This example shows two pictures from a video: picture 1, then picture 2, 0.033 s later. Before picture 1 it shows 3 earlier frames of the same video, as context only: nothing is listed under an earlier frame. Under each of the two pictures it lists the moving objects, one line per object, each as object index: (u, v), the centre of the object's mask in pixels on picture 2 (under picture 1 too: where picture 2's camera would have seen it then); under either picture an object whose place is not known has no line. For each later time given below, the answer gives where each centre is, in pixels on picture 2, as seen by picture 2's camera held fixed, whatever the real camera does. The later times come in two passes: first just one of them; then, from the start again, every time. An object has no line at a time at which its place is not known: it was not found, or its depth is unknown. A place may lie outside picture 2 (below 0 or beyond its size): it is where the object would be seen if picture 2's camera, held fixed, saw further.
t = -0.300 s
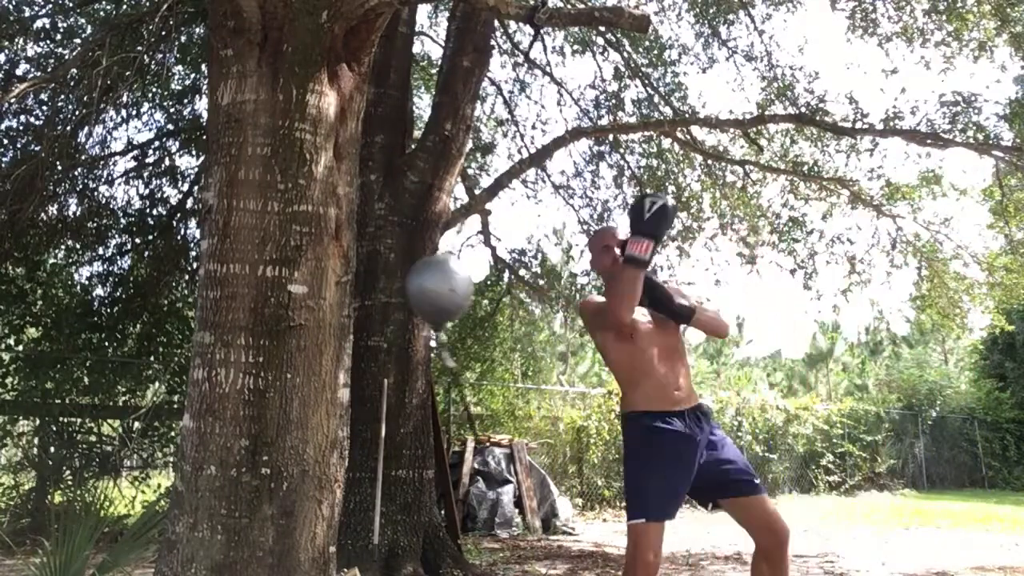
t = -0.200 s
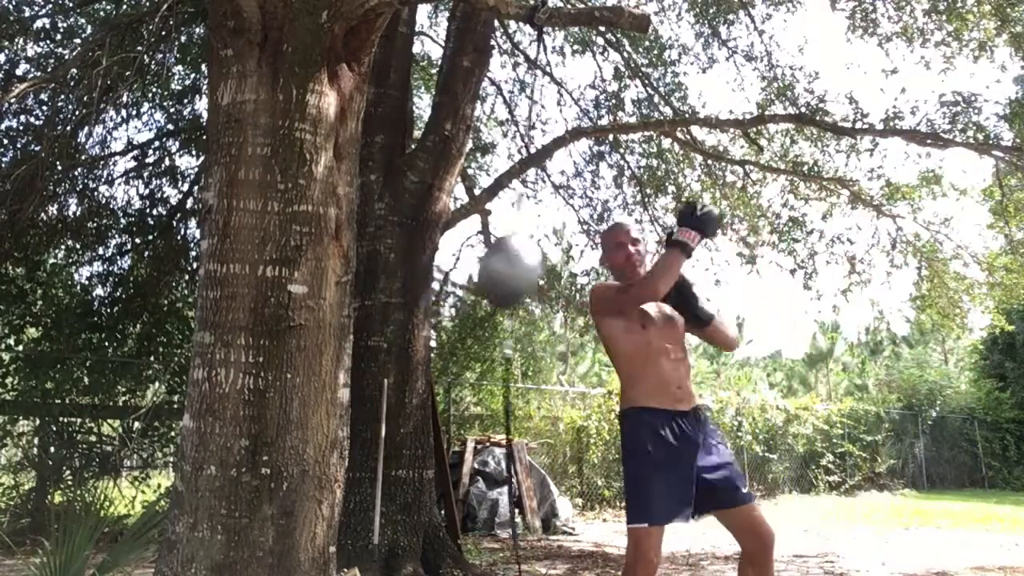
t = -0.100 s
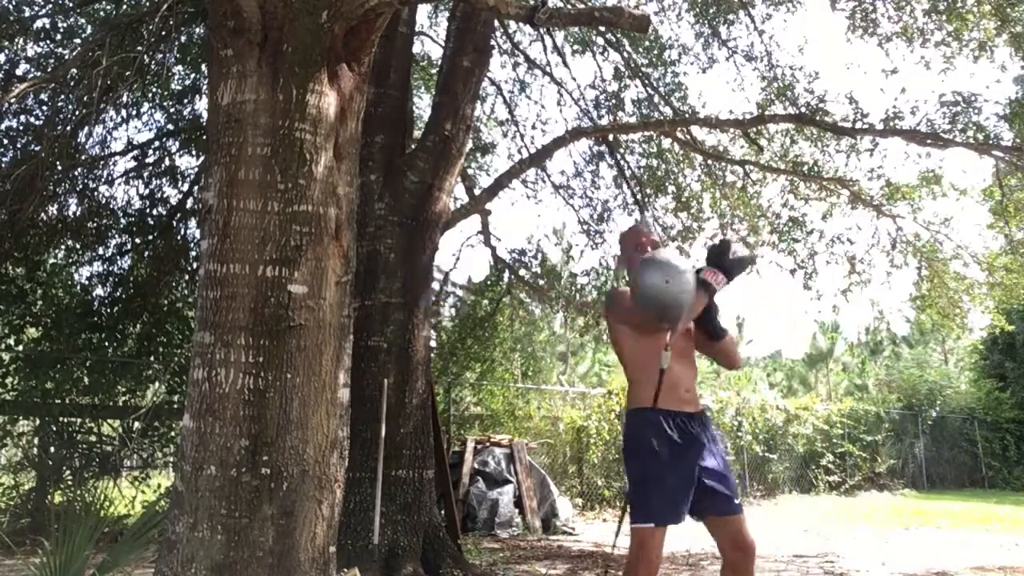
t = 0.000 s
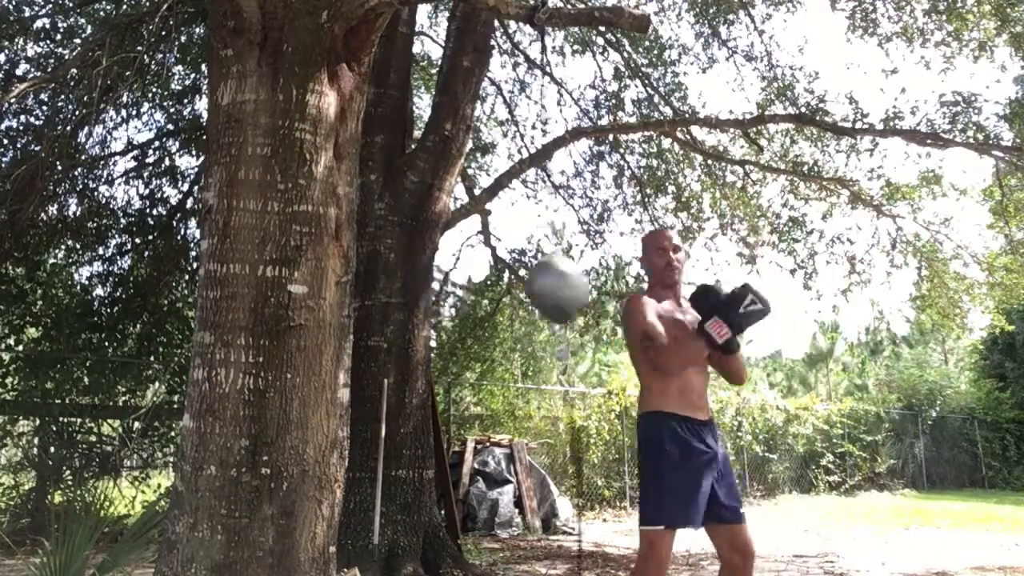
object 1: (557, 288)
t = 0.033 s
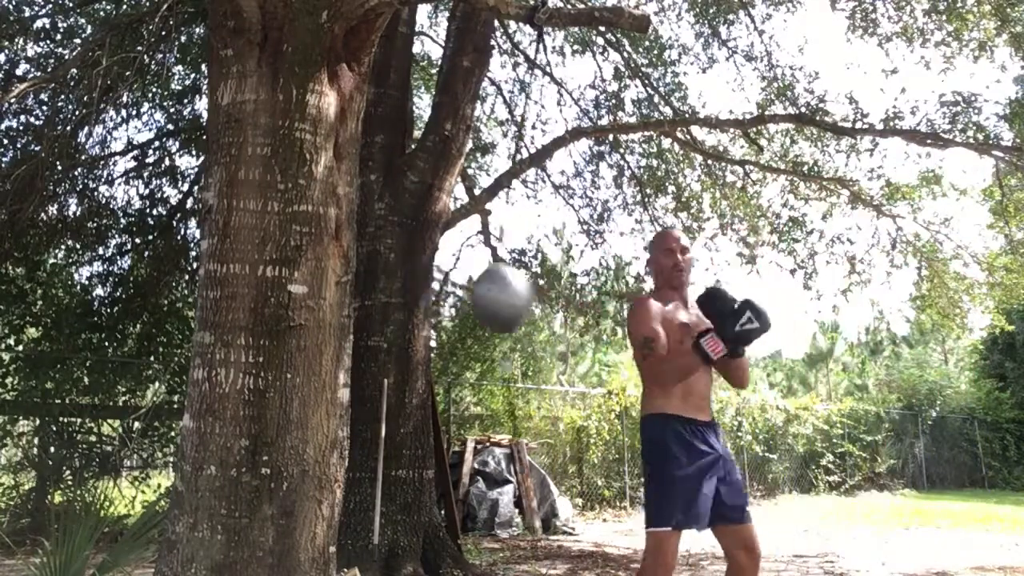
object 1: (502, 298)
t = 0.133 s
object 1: (461, 270)
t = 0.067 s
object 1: (456, 298)
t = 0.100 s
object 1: (440, 284)
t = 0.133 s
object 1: (461, 270)
